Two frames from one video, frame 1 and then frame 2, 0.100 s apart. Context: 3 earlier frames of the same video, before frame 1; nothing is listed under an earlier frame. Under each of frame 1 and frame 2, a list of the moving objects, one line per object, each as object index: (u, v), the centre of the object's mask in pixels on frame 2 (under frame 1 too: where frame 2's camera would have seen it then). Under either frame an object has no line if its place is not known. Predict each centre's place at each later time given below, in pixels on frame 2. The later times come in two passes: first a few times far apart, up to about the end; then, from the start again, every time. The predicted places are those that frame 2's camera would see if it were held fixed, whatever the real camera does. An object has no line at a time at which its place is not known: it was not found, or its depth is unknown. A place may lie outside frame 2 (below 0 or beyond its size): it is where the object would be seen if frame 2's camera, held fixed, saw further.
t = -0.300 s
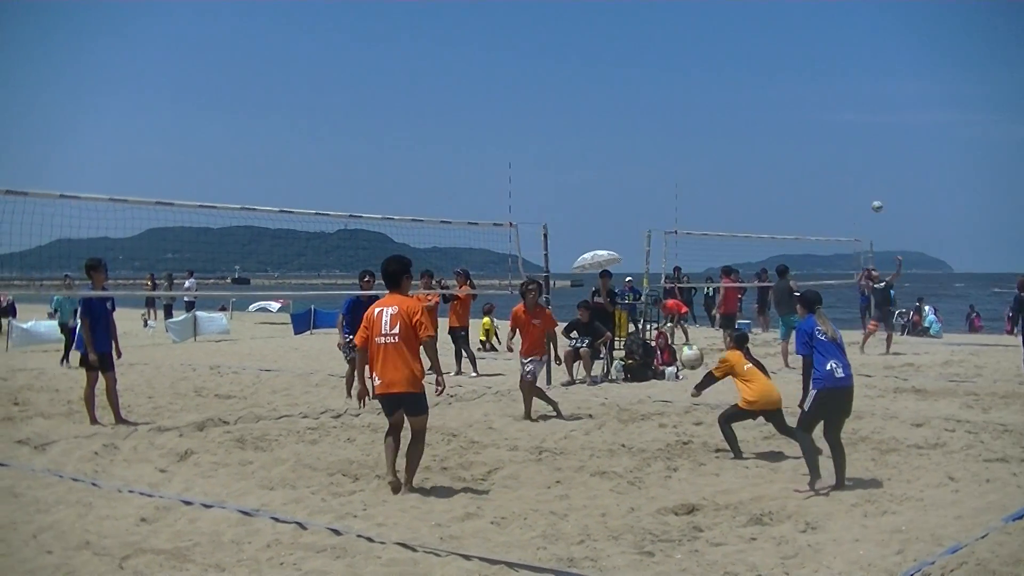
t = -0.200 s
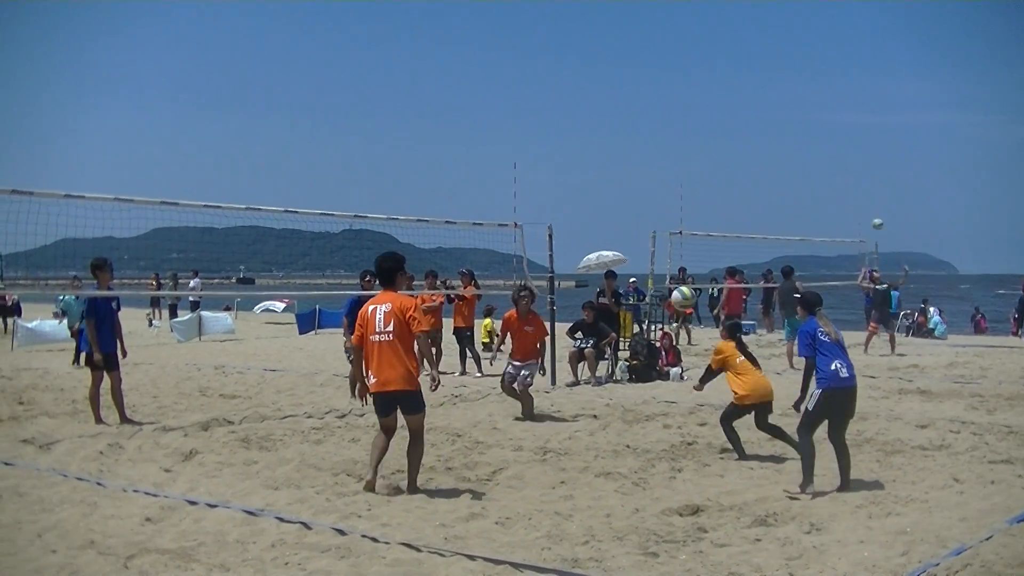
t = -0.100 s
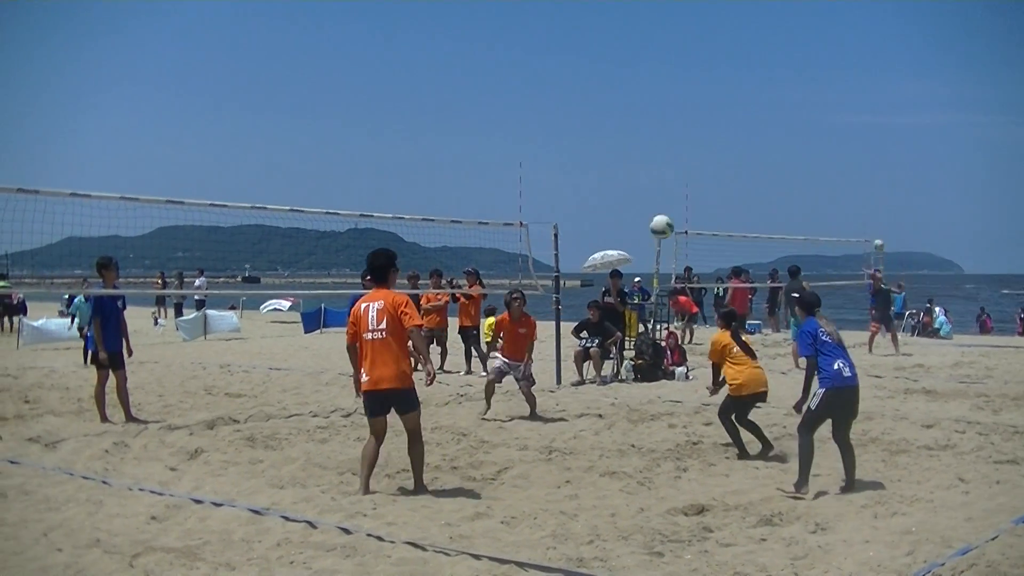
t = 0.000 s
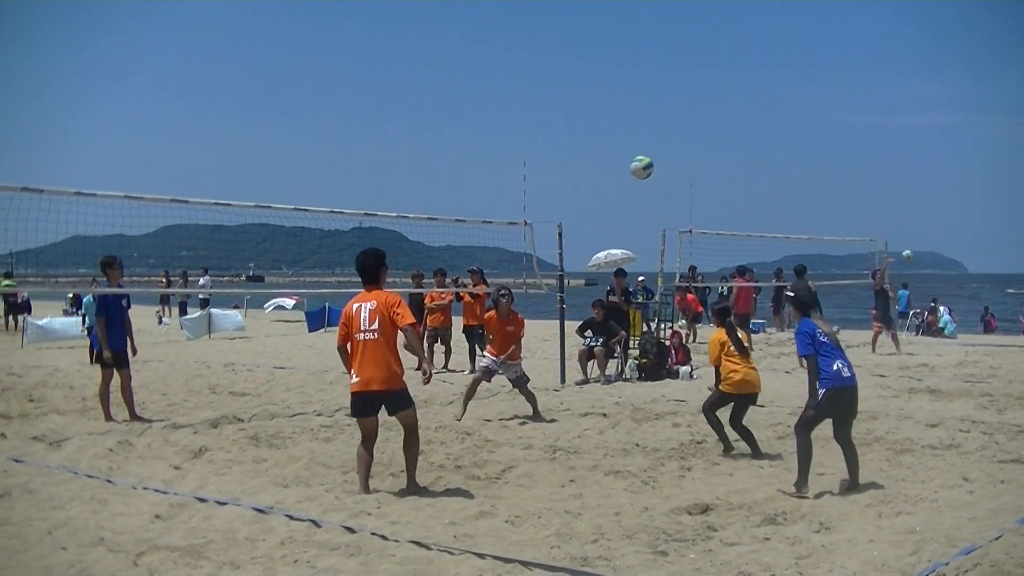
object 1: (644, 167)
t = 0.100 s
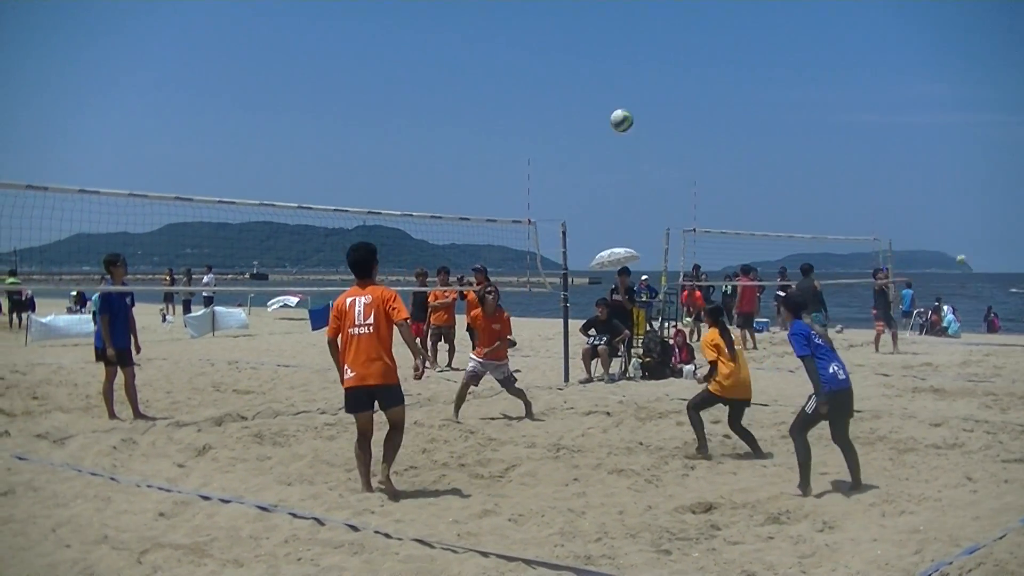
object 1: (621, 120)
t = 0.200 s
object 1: (601, 86)
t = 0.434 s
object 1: (556, 46)
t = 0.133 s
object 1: (615, 107)
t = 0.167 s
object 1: (608, 96)
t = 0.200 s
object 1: (601, 86)
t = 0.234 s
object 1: (594, 77)
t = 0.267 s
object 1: (587, 69)
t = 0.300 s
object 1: (581, 62)
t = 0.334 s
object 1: (574, 57)
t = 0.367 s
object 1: (568, 52)
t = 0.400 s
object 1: (563, 48)
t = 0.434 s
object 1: (556, 46)
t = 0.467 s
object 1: (551, 44)
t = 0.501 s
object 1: (546, 44)
